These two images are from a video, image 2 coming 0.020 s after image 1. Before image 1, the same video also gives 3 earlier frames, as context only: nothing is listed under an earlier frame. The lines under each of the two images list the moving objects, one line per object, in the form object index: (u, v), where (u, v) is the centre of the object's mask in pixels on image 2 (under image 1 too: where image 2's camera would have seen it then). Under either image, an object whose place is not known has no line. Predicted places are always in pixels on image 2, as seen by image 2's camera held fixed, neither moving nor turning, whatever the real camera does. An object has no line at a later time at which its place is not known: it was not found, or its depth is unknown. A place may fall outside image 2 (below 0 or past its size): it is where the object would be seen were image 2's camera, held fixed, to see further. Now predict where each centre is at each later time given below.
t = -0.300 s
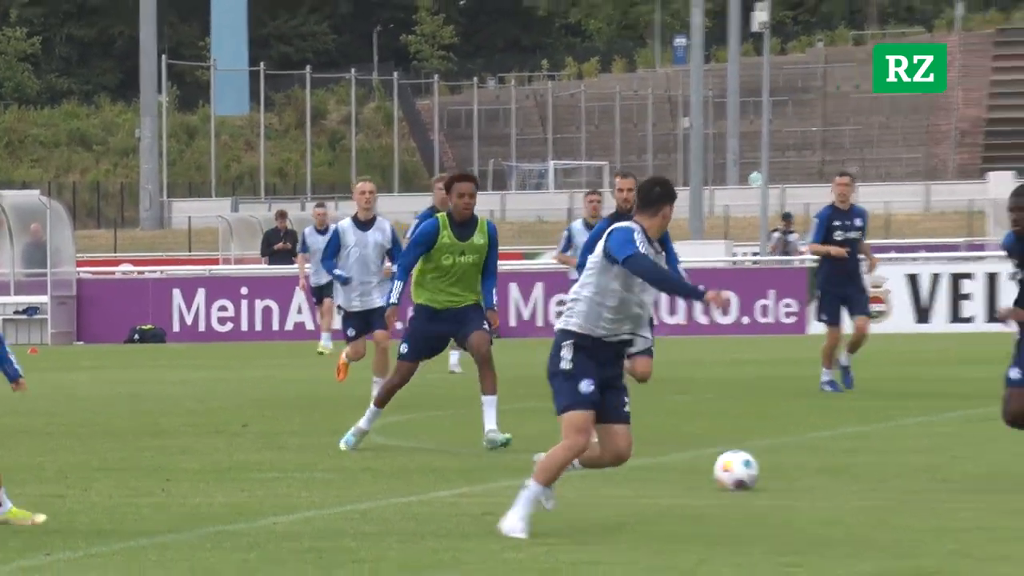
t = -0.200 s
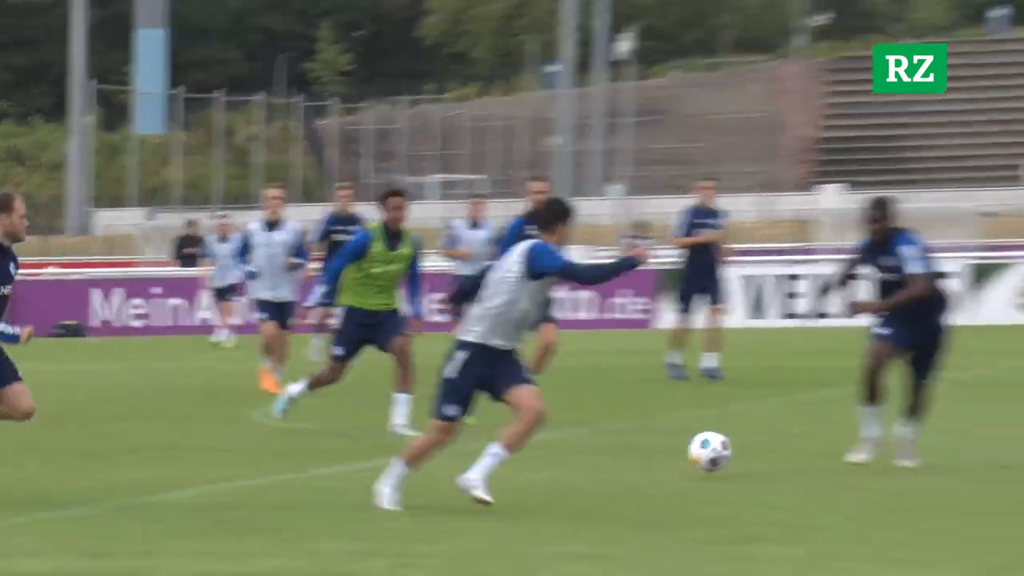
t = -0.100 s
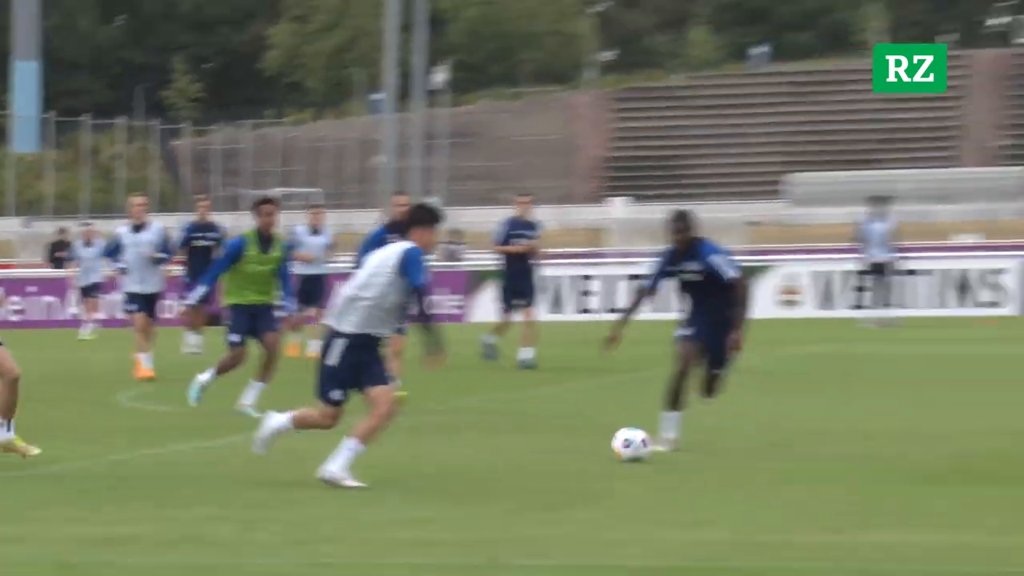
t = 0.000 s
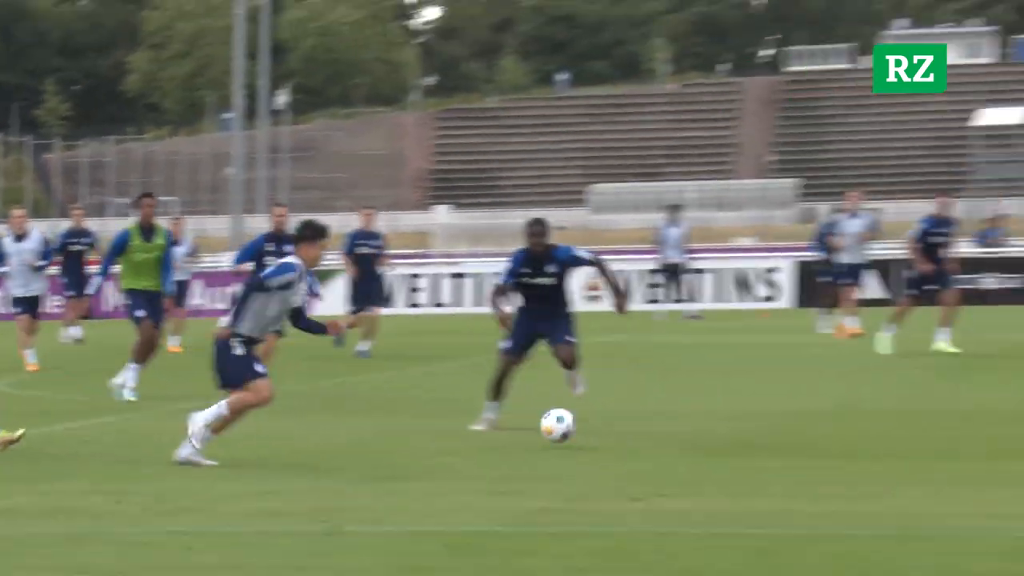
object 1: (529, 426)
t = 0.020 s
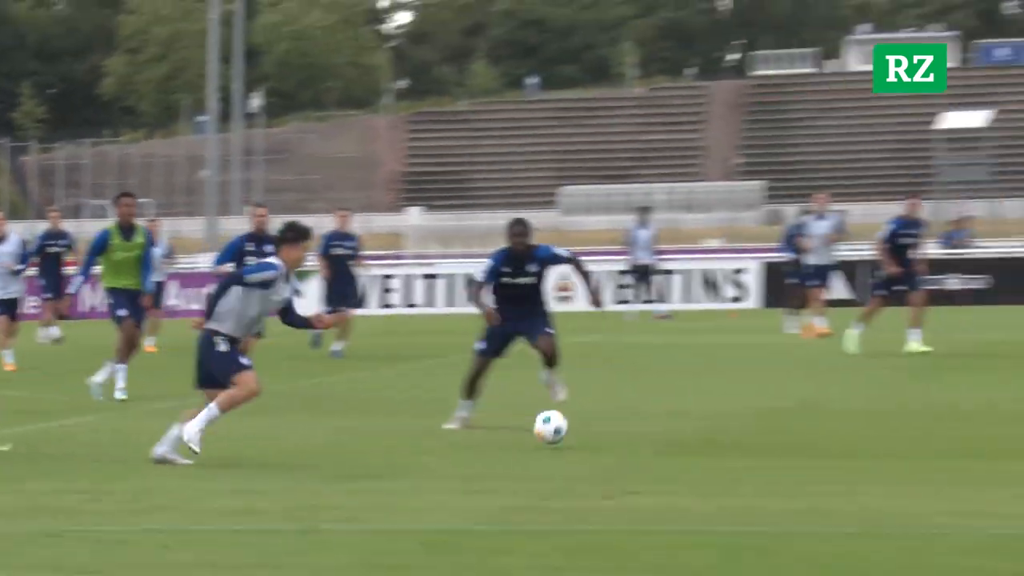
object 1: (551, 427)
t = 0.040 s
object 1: (571, 429)
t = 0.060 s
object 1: (593, 432)
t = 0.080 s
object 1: (615, 434)
